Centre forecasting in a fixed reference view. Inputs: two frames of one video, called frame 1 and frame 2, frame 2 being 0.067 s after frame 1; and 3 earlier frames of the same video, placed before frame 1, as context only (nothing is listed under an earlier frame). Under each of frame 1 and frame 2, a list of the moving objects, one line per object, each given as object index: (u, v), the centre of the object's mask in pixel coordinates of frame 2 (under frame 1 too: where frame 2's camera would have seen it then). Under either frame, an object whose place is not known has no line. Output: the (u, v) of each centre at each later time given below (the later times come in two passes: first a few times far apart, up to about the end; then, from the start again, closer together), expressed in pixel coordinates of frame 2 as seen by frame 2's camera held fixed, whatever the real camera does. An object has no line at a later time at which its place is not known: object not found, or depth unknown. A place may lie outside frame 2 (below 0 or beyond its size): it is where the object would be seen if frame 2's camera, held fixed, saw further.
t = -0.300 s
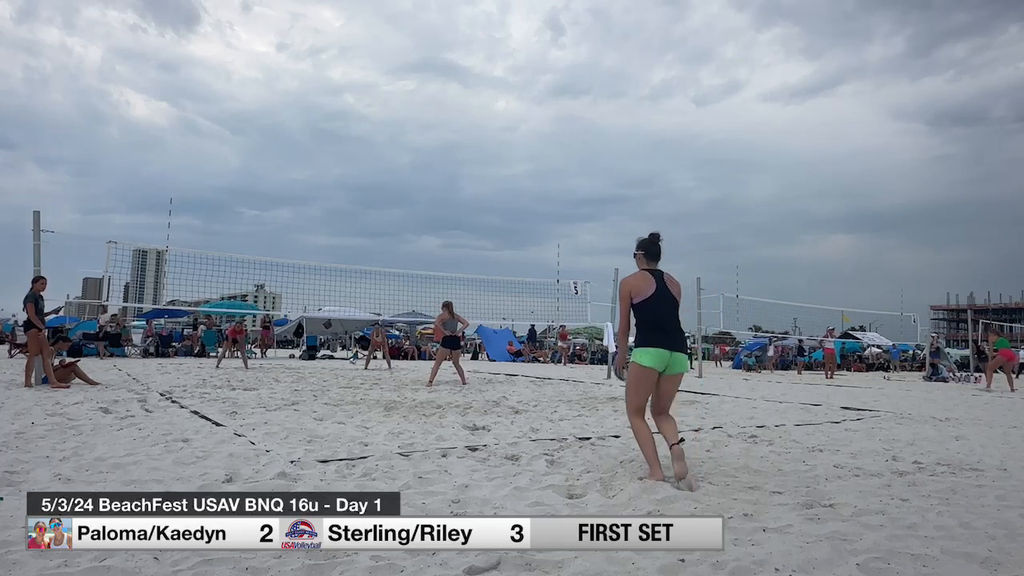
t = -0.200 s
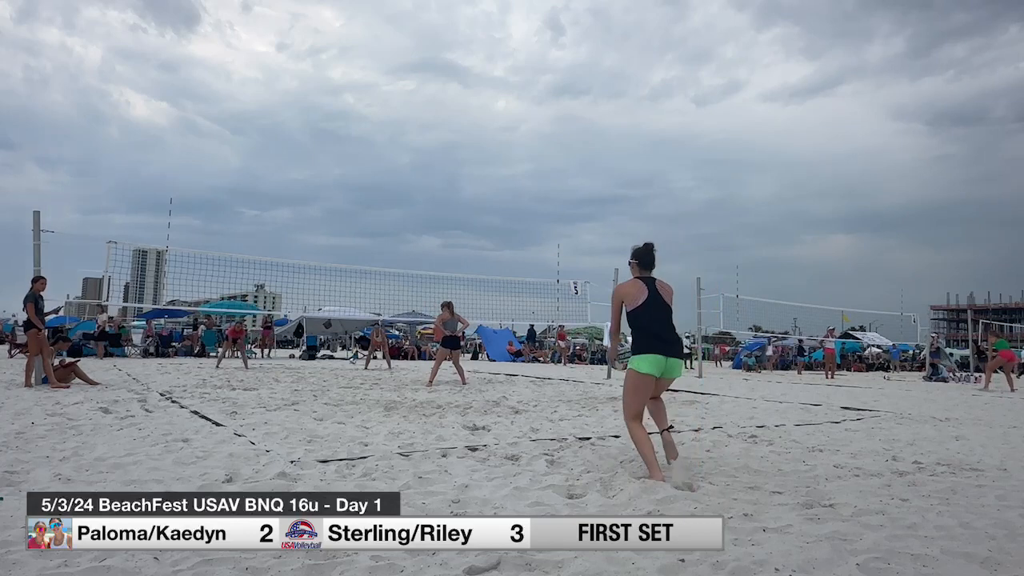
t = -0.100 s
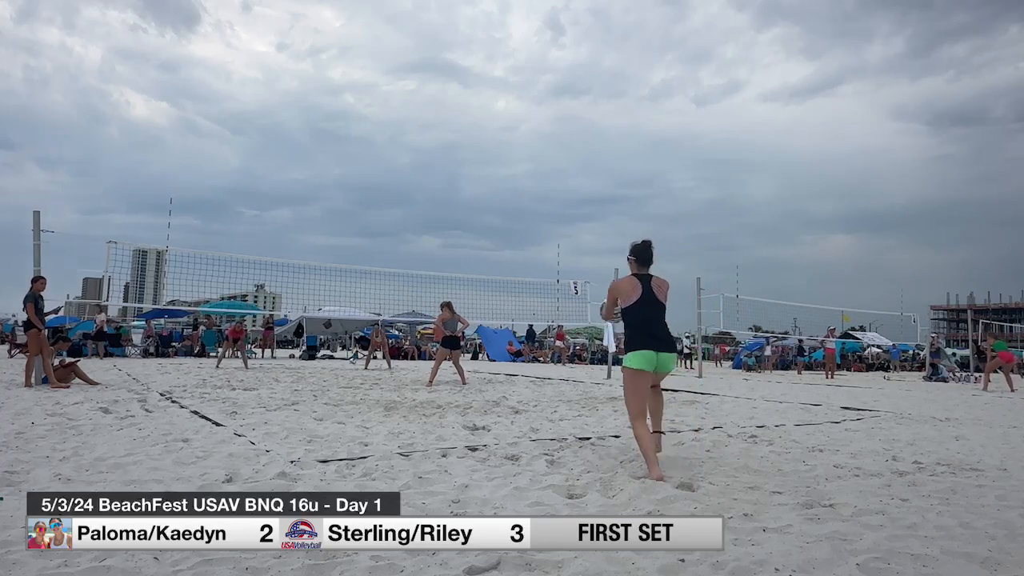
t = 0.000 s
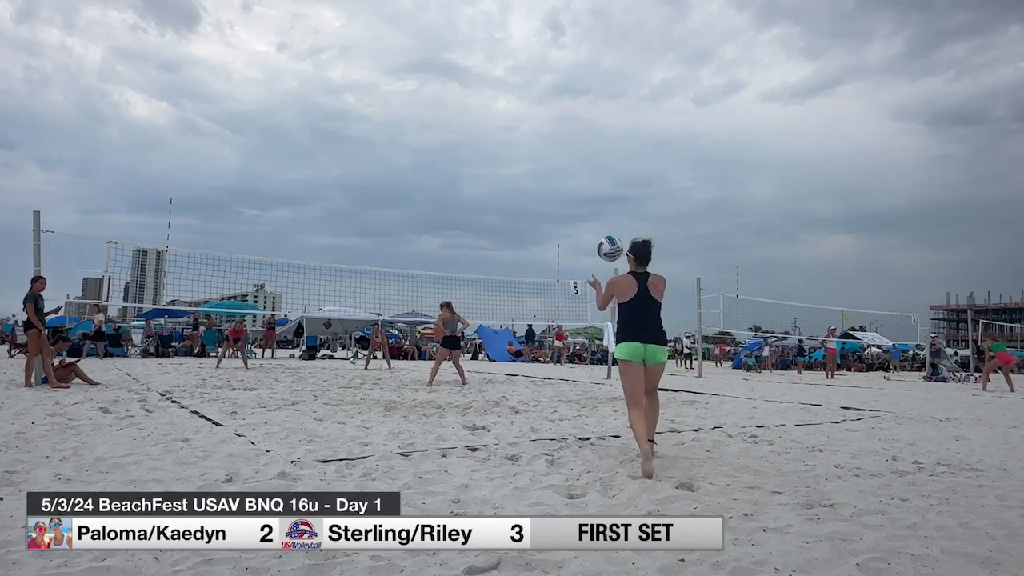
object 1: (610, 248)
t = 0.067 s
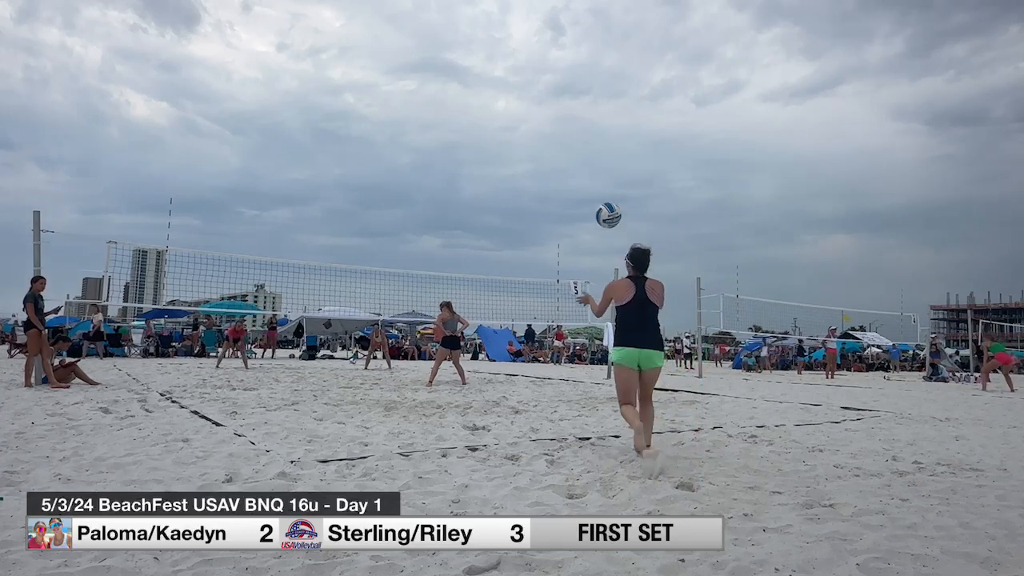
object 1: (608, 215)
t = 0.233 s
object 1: (605, 159)
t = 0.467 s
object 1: (600, 138)
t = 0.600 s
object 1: (597, 152)
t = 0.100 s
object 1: (608, 201)
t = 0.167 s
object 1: (606, 177)
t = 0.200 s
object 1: (605, 167)
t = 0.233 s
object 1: (605, 159)
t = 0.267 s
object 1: (604, 152)
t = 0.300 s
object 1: (603, 147)
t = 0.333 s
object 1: (603, 142)
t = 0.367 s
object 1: (602, 139)
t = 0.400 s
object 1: (601, 138)
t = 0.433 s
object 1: (601, 137)
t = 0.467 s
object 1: (600, 138)
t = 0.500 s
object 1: (599, 140)
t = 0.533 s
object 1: (599, 143)
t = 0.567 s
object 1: (598, 147)
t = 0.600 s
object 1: (597, 152)
